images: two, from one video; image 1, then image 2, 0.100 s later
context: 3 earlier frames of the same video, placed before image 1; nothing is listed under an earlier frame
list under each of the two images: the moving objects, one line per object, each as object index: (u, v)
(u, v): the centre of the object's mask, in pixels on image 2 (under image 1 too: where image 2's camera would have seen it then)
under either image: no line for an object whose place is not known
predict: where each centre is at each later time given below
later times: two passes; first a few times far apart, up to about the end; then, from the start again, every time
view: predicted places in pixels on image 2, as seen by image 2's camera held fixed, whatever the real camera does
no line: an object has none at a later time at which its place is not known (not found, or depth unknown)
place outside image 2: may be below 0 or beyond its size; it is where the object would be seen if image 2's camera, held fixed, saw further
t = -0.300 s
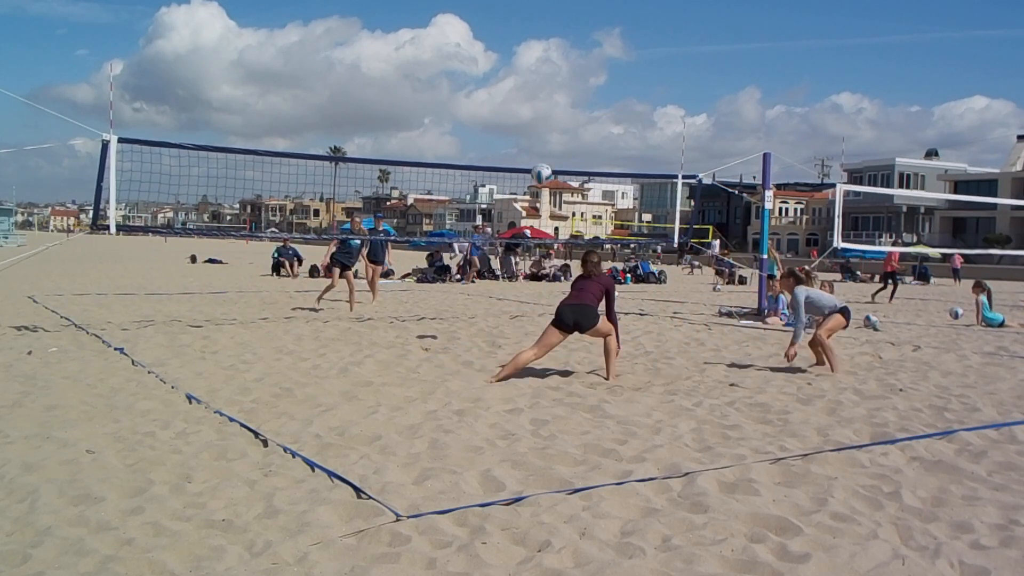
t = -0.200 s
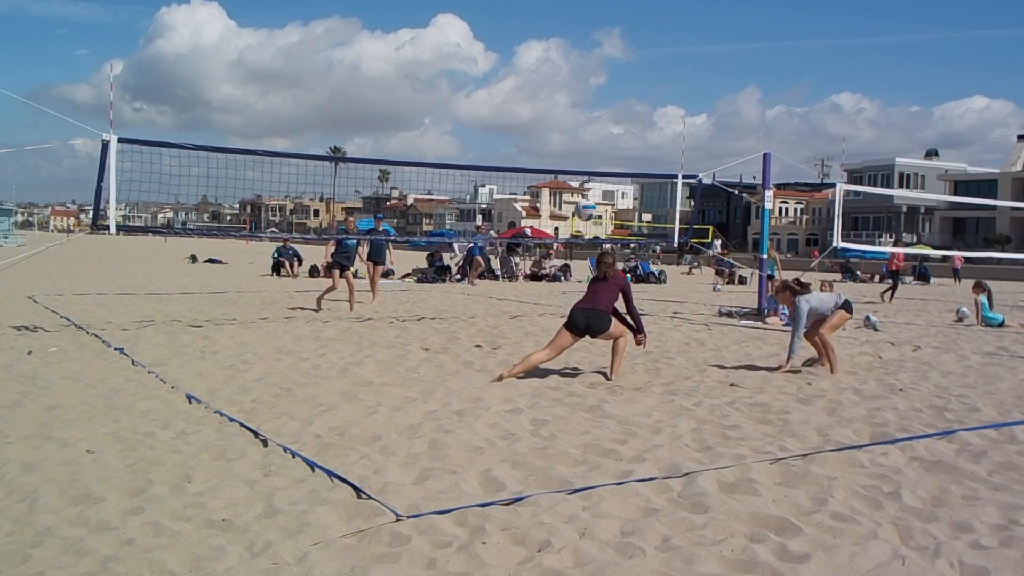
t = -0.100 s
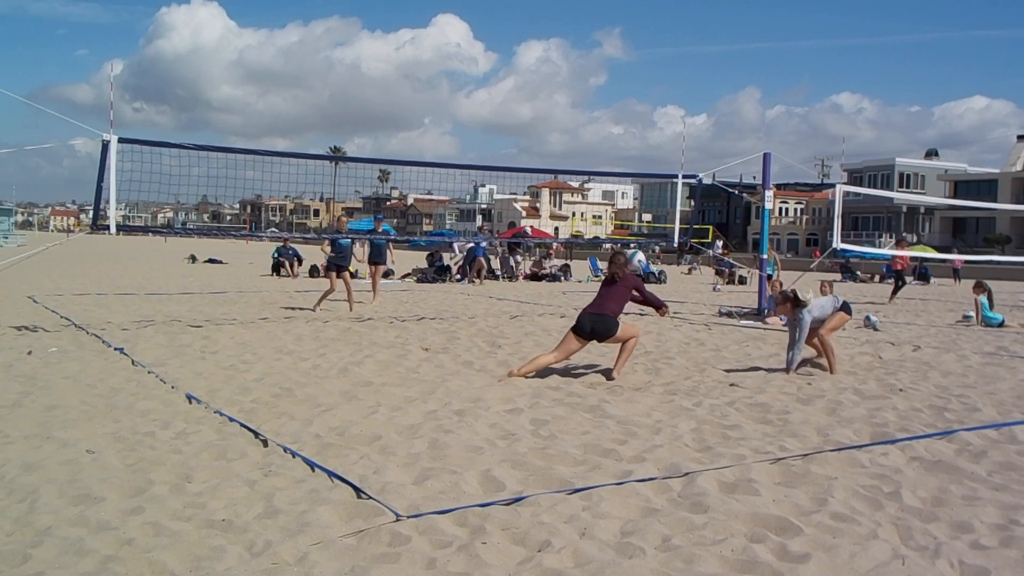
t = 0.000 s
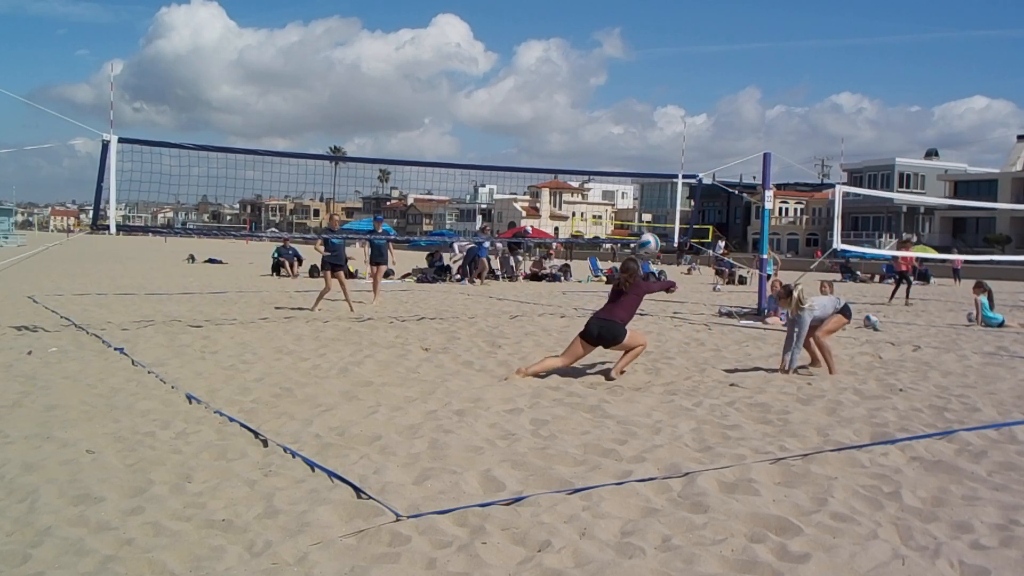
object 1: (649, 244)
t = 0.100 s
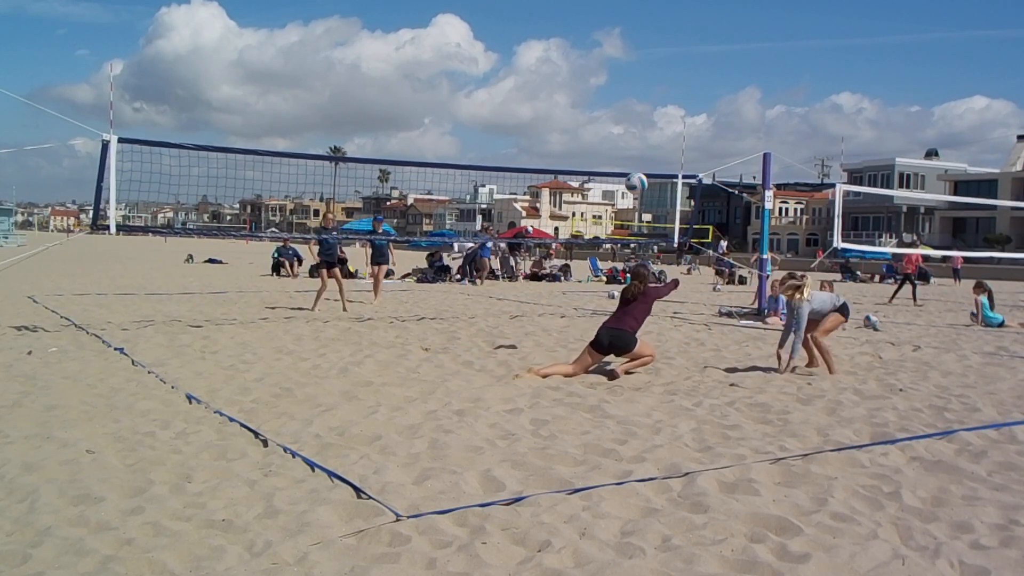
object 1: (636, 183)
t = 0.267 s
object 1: (617, 113)
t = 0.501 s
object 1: (596, 69)
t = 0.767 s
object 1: (575, 80)
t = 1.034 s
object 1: (557, 142)
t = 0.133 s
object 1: (632, 167)
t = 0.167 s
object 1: (628, 151)
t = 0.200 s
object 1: (625, 137)
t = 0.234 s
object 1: (621, 124)
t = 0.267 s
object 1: (617, 113)
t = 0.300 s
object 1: (614, 103)
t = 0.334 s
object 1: (611, 94)
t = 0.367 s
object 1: (608, 87)
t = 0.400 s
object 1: (605, 81)
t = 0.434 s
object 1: (602, 76)
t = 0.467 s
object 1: (599, 72)
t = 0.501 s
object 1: (596, 69)
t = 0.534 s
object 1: (593, 67)
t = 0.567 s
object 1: (591, 66)
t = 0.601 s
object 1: (588, 66)
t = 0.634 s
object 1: (585, 67)
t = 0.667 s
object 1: (583, 69)
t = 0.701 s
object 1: (580, 71)
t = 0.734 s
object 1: (578, 75)
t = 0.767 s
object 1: (575, 80)
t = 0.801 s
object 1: (573, 85)
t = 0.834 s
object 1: (570, 91)
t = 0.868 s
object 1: (568, 98)
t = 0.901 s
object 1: (566, 106)
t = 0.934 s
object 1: (563, 114)
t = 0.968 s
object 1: (561, 122)
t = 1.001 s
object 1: (559, 132)
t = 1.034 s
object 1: (557, 142)
